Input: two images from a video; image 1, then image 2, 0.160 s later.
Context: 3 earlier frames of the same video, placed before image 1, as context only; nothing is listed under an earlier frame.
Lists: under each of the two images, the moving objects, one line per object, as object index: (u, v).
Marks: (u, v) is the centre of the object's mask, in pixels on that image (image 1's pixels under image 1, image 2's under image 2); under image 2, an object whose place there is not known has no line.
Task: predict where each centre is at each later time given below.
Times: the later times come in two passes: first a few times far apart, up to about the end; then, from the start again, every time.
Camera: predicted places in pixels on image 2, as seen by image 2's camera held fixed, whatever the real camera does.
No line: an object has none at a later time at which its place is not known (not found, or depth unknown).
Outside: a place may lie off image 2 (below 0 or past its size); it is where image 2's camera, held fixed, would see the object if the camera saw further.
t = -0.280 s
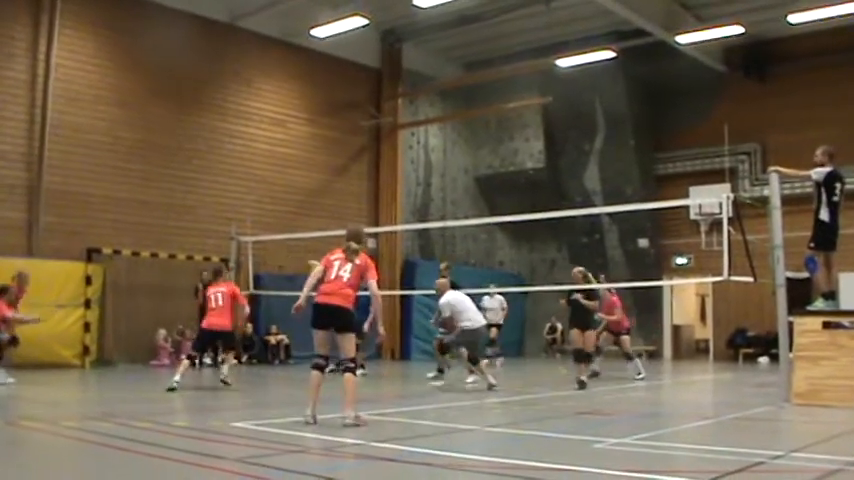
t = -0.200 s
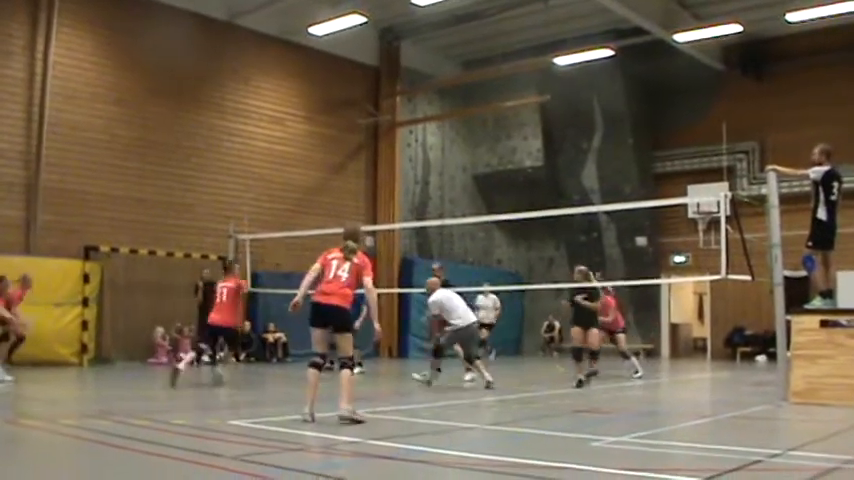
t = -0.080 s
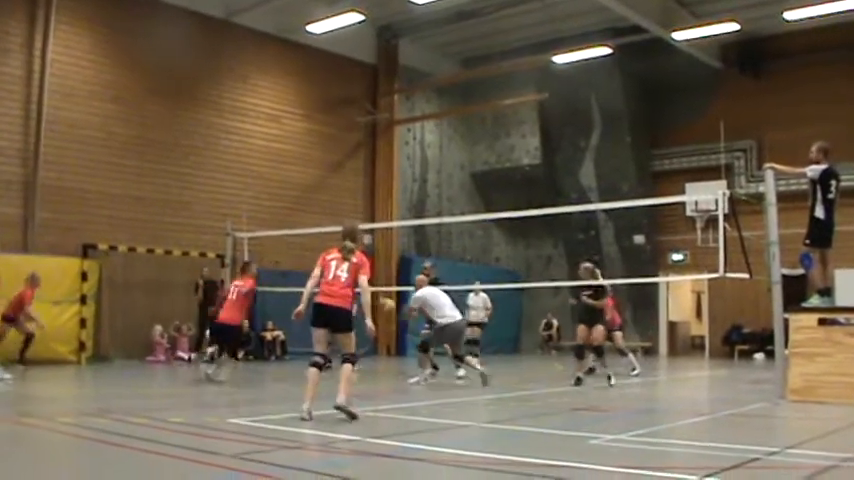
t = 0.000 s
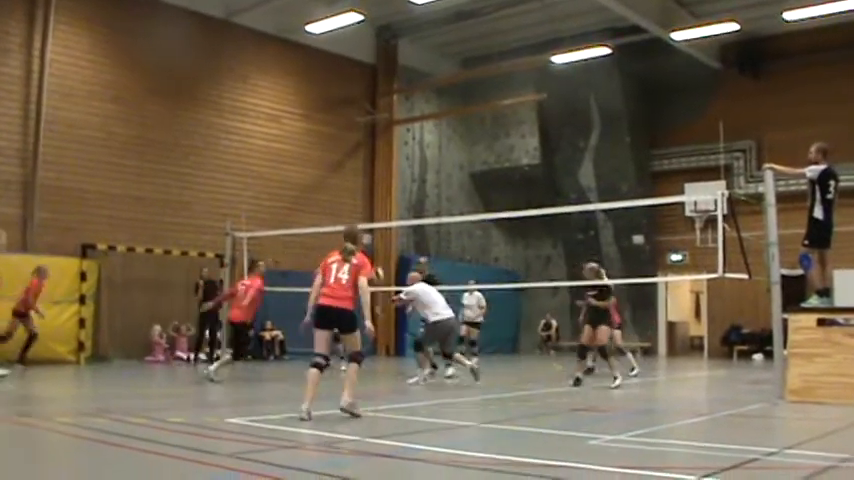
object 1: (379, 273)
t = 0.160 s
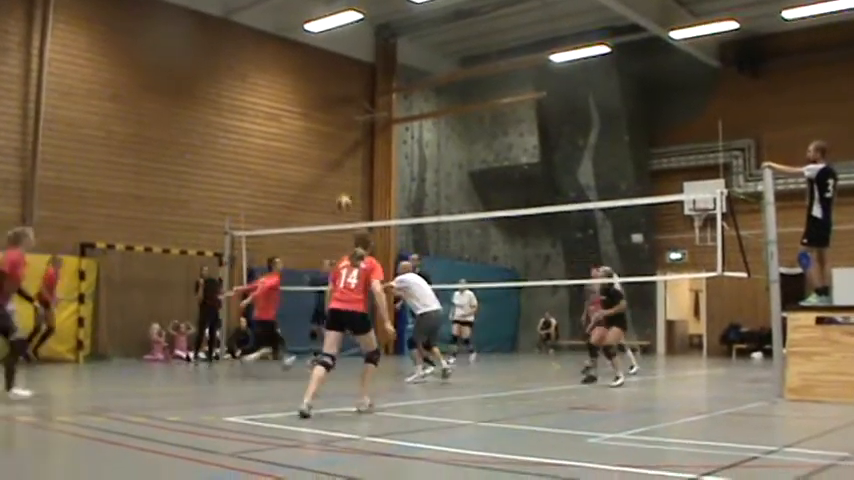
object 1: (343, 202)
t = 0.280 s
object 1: (319, 163)
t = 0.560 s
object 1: (271, 116)
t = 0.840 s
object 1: (226, 122)
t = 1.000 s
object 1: (201, 145)
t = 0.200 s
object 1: (336, 186)
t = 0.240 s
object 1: (327, 174)
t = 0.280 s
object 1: (319, 163)
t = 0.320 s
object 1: (311, 150)
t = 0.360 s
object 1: (306, 143)
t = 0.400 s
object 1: (298, 136)
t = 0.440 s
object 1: (292, 130)
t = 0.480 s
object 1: (284, 124)
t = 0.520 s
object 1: (277, 120)
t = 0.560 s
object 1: (271, 116)
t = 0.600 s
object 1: (265, 115)
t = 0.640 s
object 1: (259, 114)
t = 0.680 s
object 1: (251, 114)
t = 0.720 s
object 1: (245, 114)
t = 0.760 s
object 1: (238, 115)
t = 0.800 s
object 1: (232, 118)
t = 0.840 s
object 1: (226, 122)
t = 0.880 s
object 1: (220, 126)
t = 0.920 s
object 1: (213, 132)
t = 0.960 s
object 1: (207, 137)
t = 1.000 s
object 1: (201, 145)
